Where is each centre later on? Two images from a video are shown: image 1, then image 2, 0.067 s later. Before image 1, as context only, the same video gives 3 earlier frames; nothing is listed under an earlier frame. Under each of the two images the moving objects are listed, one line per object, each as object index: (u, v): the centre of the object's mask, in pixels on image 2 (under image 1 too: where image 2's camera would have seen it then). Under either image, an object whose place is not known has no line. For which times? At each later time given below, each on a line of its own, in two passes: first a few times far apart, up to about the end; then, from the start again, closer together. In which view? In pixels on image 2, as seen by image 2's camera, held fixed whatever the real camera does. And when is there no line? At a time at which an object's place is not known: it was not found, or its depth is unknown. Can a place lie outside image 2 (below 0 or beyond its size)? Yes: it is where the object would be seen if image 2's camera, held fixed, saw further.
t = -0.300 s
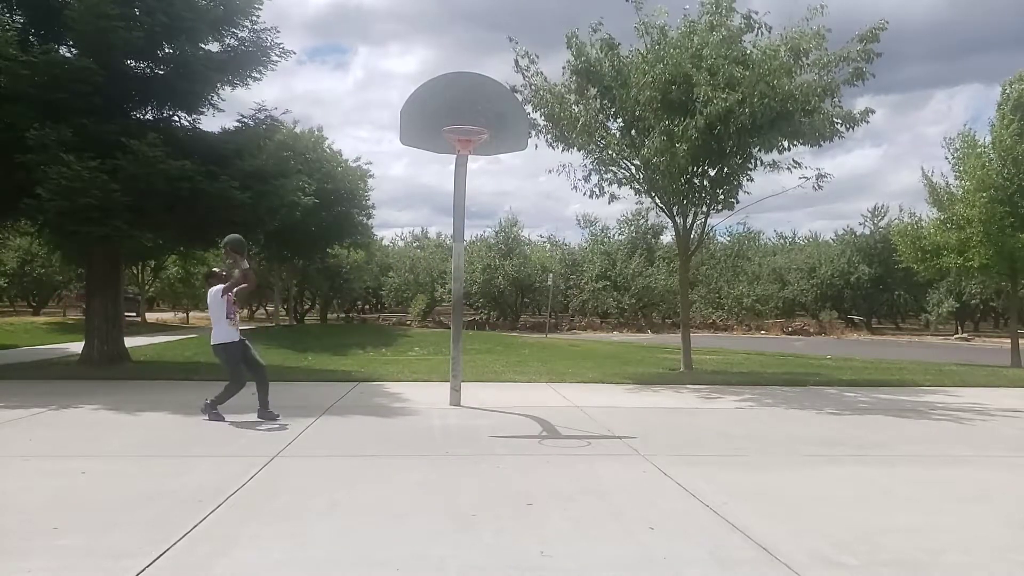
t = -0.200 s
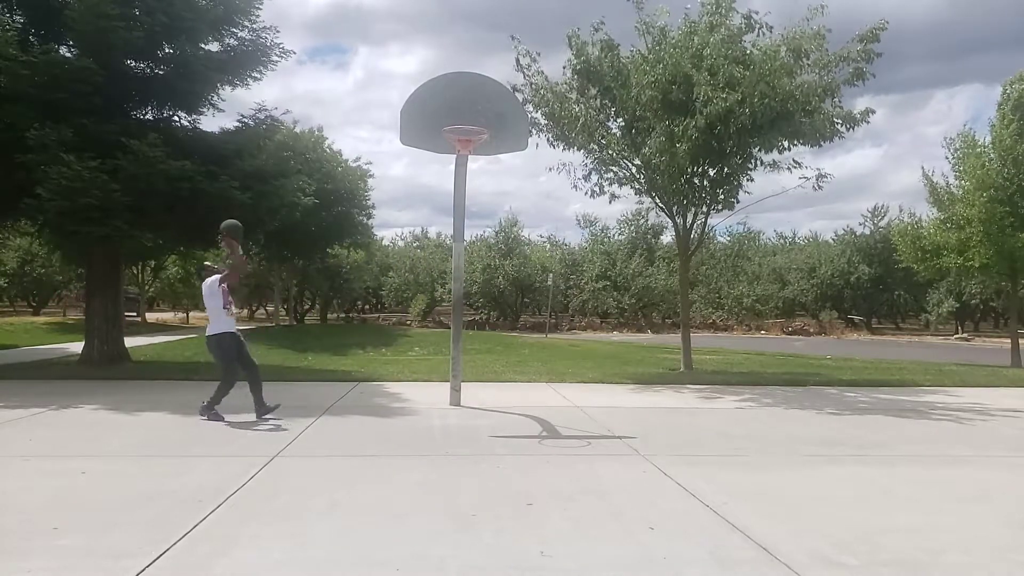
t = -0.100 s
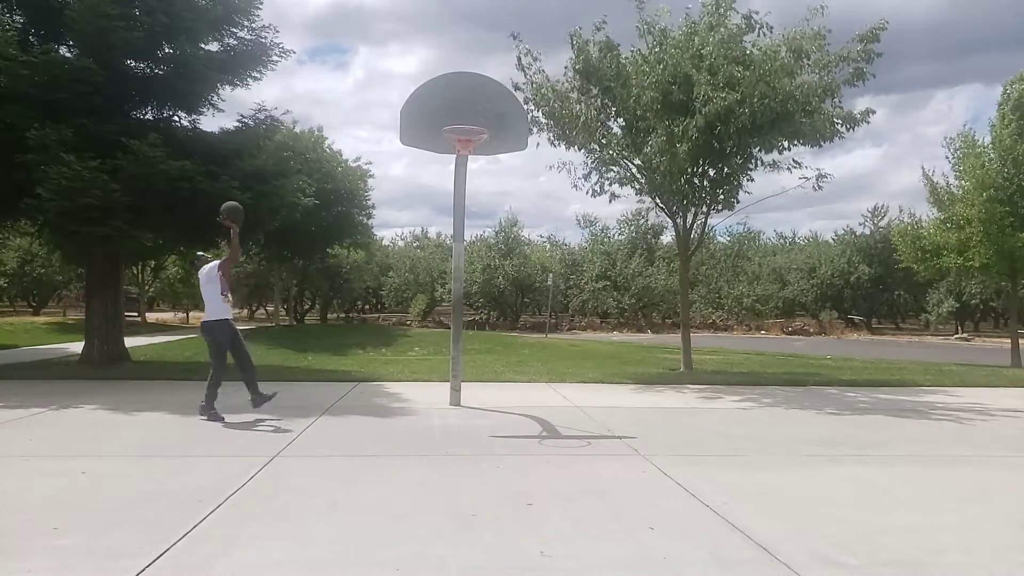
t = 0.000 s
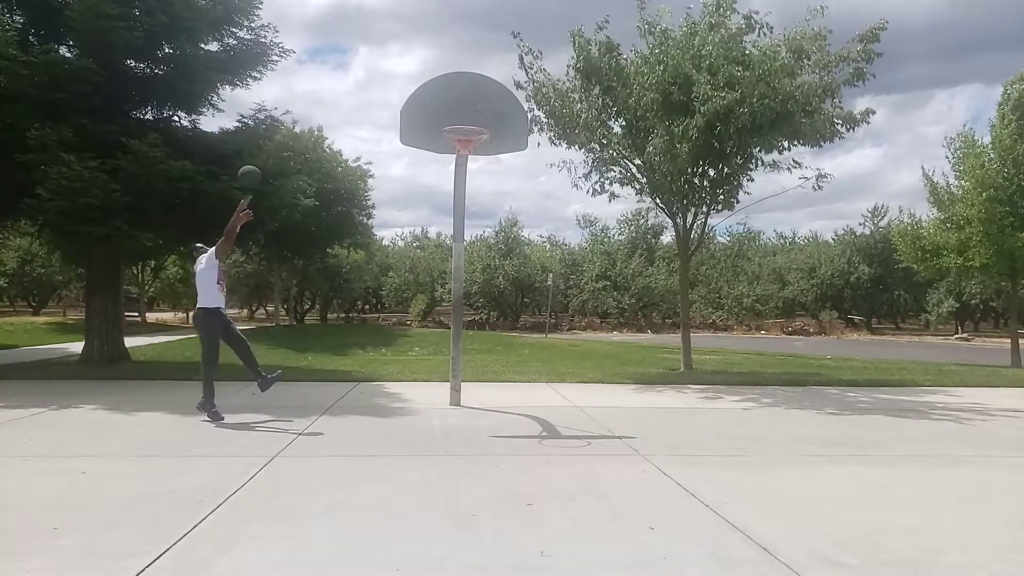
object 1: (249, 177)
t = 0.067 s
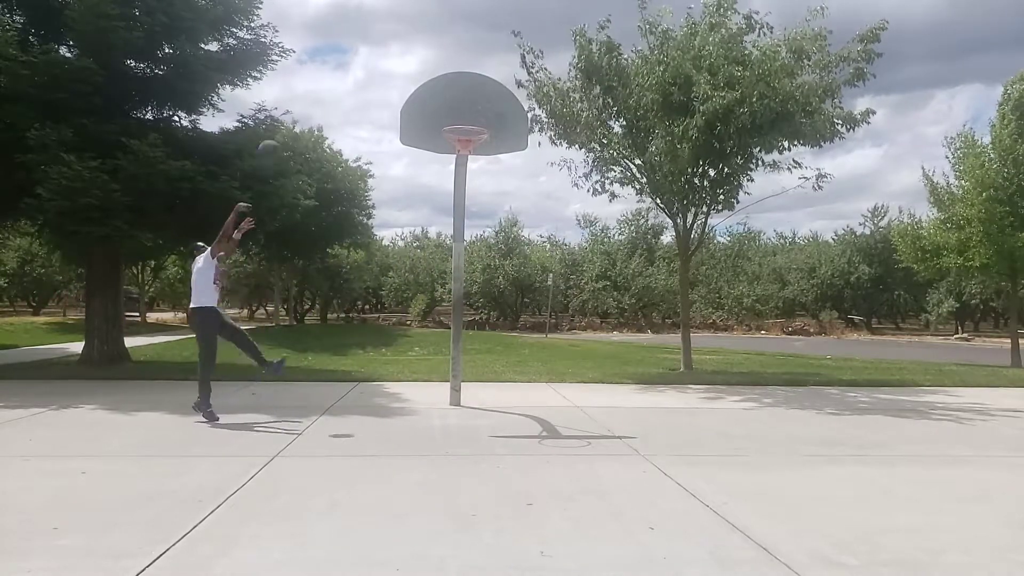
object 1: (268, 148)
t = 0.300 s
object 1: (340, 95)
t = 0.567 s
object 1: (420, 92)
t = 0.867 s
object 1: (450, 162)
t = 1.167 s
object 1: (367, 295)
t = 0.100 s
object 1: (277, 135)
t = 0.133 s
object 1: (293, 127)
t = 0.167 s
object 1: (300, 122)
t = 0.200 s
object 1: (310, 113)
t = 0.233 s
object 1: (320, 106)
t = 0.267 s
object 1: (330, 100)
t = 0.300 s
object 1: (340, 95)
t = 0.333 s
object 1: (350, 91)
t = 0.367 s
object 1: (360, 88)
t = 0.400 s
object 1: (370, 86)
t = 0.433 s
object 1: (380, 86)
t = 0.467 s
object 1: (390, 86)
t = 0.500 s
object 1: (400, 87)
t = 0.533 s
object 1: (410, 89)
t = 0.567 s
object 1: (420, 92)
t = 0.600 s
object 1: (431, 98)
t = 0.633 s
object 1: (441, 104)
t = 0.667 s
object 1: (450, 109)
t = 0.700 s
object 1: (461, 116)
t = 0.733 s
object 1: (471, 120)
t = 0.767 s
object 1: (478, 135)
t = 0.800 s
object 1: (469, 143)
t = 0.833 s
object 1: (459, 152)
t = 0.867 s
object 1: (450, 162)
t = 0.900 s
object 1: (441, 171)
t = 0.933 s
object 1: (432, 183)
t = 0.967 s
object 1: (423, 196)
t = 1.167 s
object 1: (367, 295)
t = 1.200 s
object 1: (357, 314)
